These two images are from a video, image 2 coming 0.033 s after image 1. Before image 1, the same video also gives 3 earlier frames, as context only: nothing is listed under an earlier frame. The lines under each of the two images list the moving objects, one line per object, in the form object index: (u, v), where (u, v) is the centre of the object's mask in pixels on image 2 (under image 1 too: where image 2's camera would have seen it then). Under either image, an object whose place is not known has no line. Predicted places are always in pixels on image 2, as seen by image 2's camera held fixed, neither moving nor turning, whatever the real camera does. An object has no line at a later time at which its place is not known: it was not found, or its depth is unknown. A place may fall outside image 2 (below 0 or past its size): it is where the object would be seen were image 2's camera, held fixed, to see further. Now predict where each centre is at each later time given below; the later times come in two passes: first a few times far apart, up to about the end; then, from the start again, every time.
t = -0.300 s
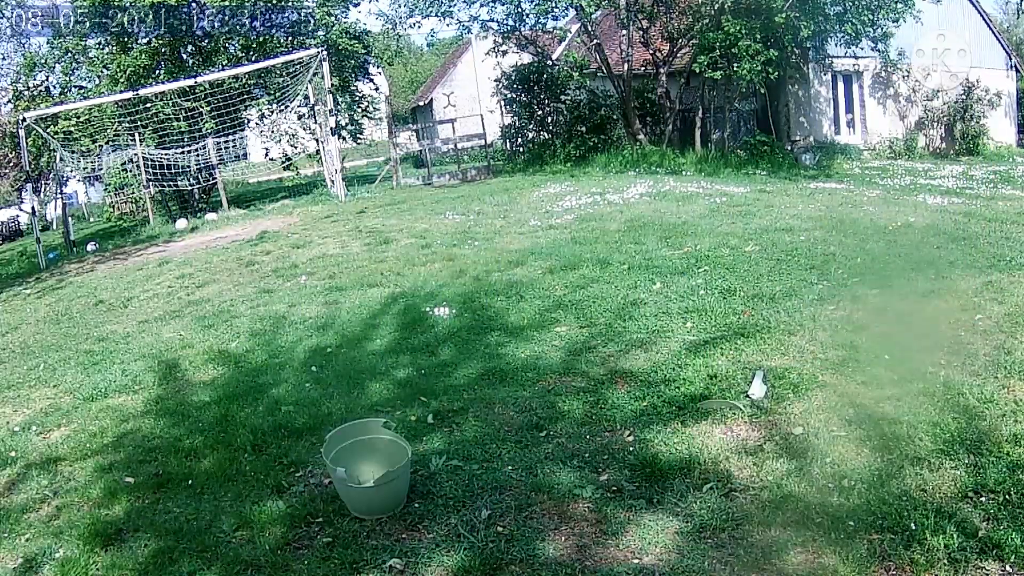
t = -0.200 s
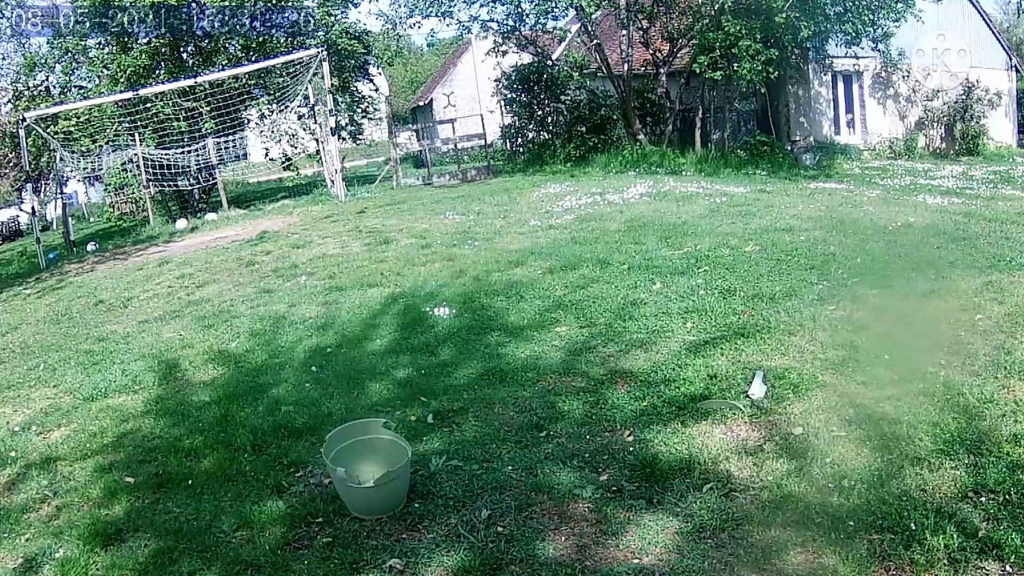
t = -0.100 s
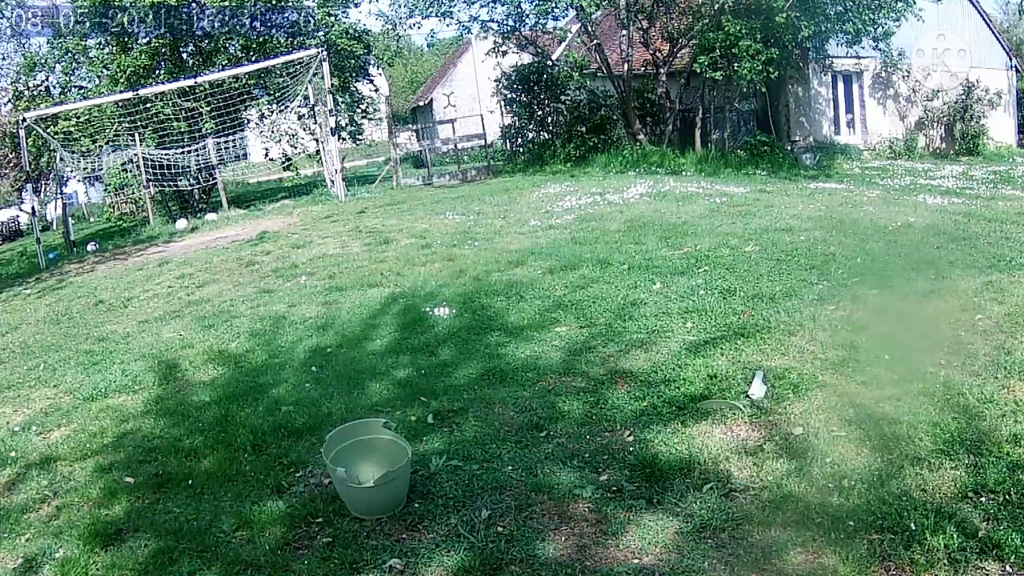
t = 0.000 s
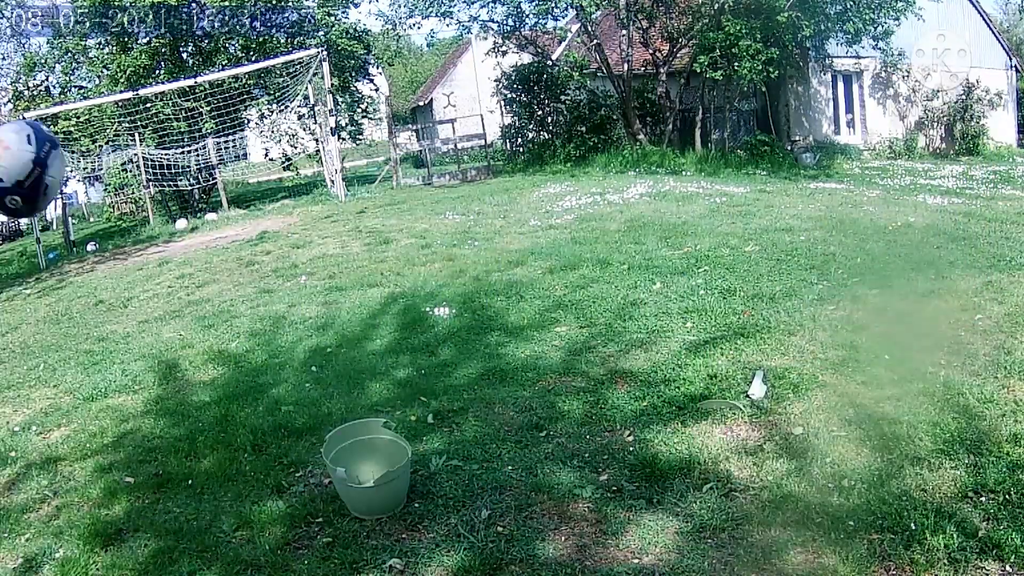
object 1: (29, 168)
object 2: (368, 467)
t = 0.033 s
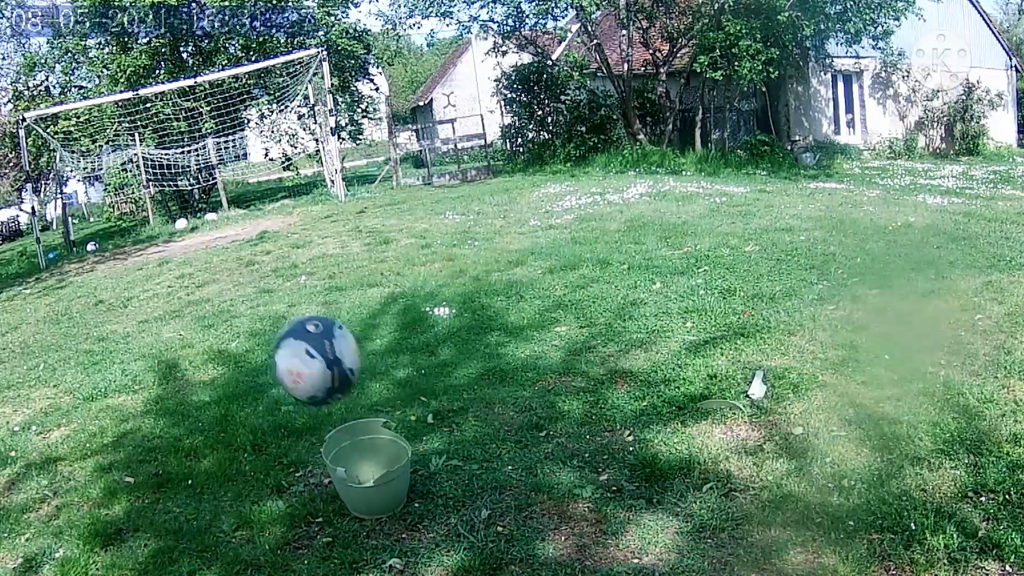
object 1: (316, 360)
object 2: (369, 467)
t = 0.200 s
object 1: (756, 322)
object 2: (589, 319)
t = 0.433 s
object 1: (927, 262)
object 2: (542, 280)
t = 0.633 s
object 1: (968, 241)
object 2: (538, 281)
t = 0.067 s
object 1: (498, 412)
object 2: (433, 425)
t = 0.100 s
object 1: (590, 376)
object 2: (495, 364)
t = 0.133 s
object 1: (666, 358)
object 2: (544, 350)
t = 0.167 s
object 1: (710, 341)
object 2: (567, 335)
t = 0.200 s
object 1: (756, 322)
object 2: (589, 319)
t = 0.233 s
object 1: (799, 312)
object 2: (597, 312)
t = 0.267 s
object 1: (827, 301)
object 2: (597, 302)
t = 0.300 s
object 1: (857, 290)
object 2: (590, 294)
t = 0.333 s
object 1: (882, 278)
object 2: (582, 288)
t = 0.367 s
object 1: (898, 272)
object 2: (572, 284)
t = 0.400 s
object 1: (913, 267)
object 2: (557, 284)
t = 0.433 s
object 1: (927, 262)
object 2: (542, 280)
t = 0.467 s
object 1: (939, 255)
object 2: (533, 280)
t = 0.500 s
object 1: (947, 252)
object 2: (528, 280)
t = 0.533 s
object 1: (954, 247)
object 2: (528, 280)
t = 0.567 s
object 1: (959, 244)
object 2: (531, 280)
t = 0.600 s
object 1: (963, 243)
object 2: (535, 281)
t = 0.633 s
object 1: (968, 241)
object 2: (538, 281)
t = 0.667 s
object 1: (971, 241)
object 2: (541, 281)
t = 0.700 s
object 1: (973, 240)
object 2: (544, 282)
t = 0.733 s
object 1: (973, 239)
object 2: (546, 282)
